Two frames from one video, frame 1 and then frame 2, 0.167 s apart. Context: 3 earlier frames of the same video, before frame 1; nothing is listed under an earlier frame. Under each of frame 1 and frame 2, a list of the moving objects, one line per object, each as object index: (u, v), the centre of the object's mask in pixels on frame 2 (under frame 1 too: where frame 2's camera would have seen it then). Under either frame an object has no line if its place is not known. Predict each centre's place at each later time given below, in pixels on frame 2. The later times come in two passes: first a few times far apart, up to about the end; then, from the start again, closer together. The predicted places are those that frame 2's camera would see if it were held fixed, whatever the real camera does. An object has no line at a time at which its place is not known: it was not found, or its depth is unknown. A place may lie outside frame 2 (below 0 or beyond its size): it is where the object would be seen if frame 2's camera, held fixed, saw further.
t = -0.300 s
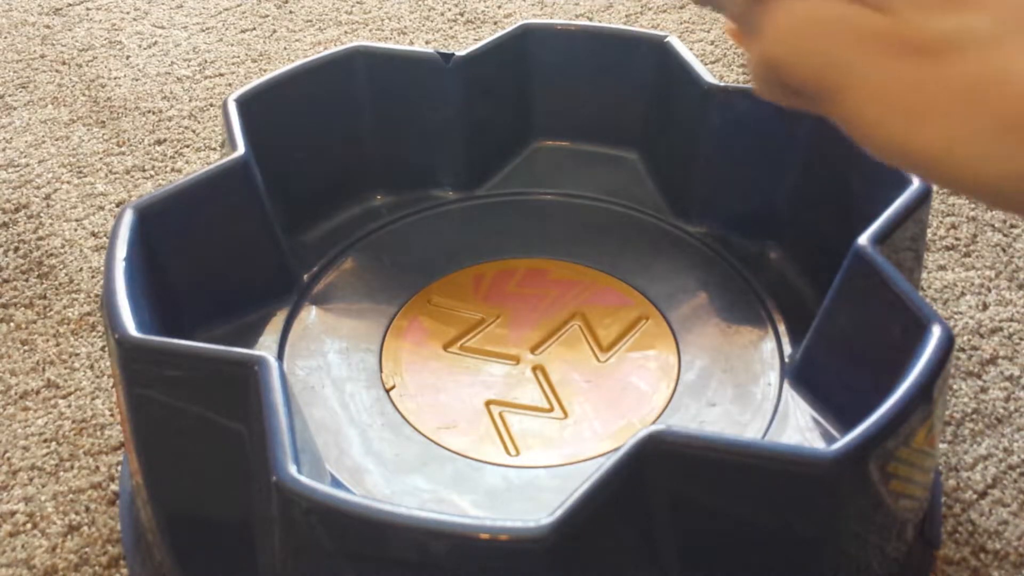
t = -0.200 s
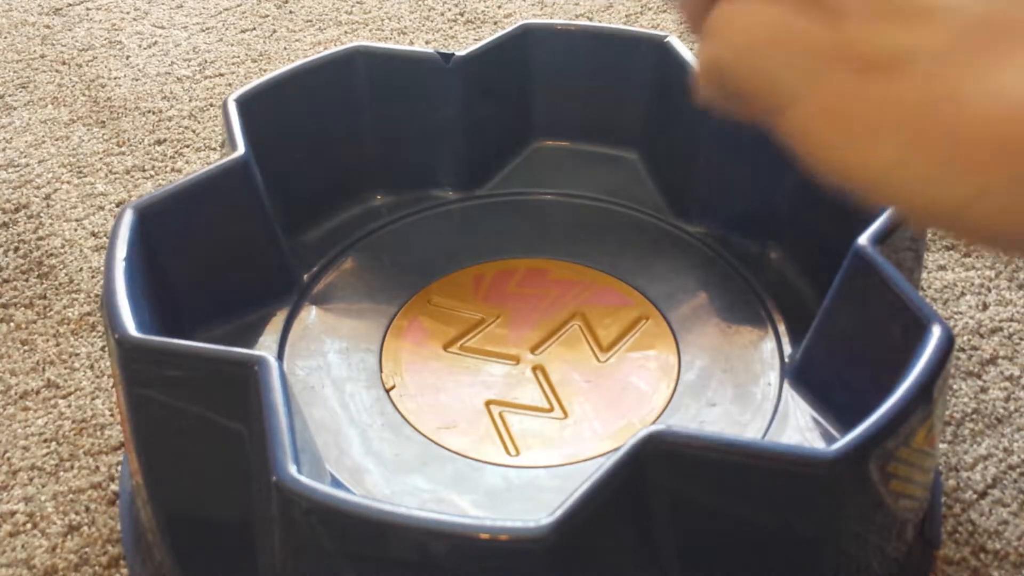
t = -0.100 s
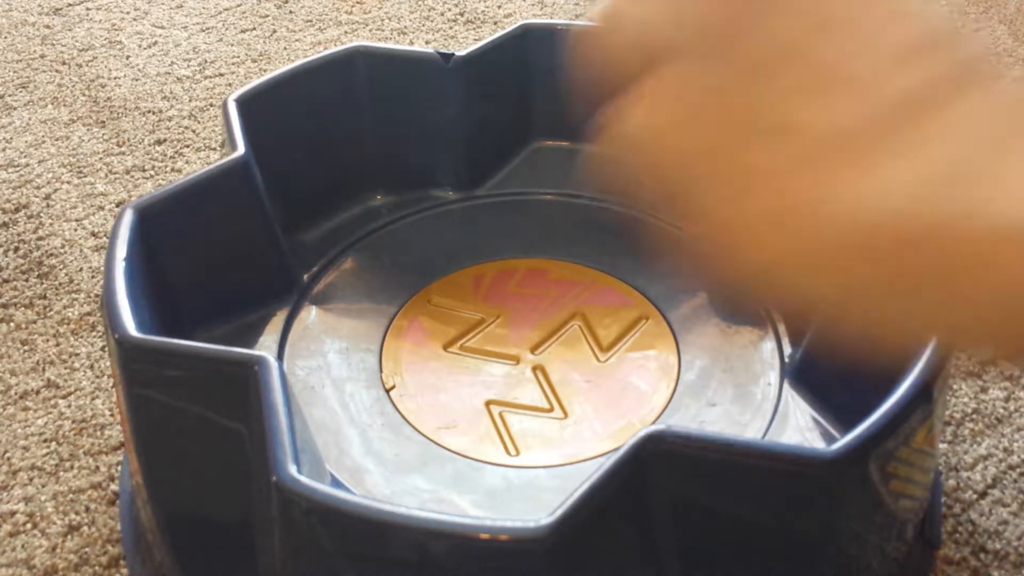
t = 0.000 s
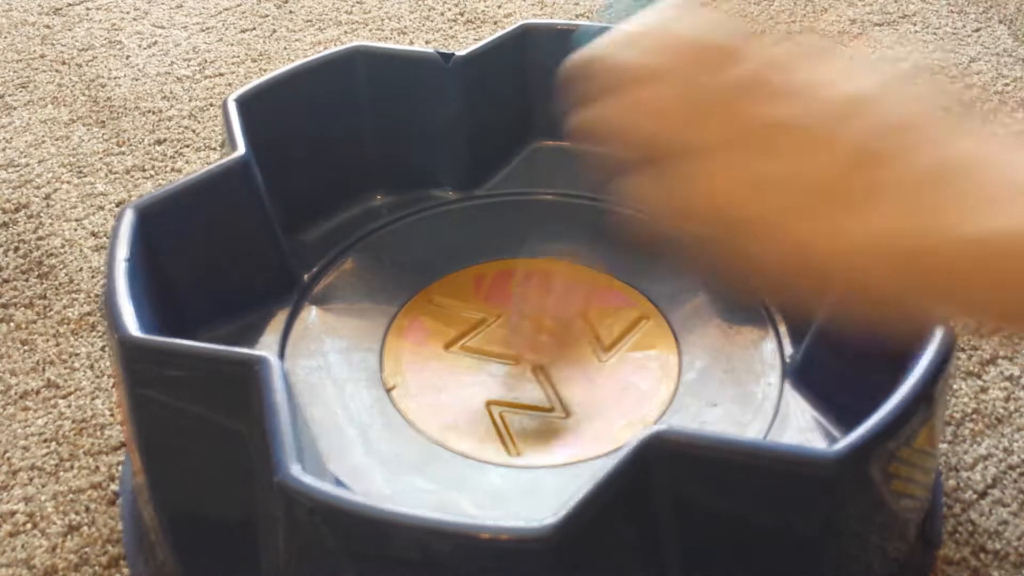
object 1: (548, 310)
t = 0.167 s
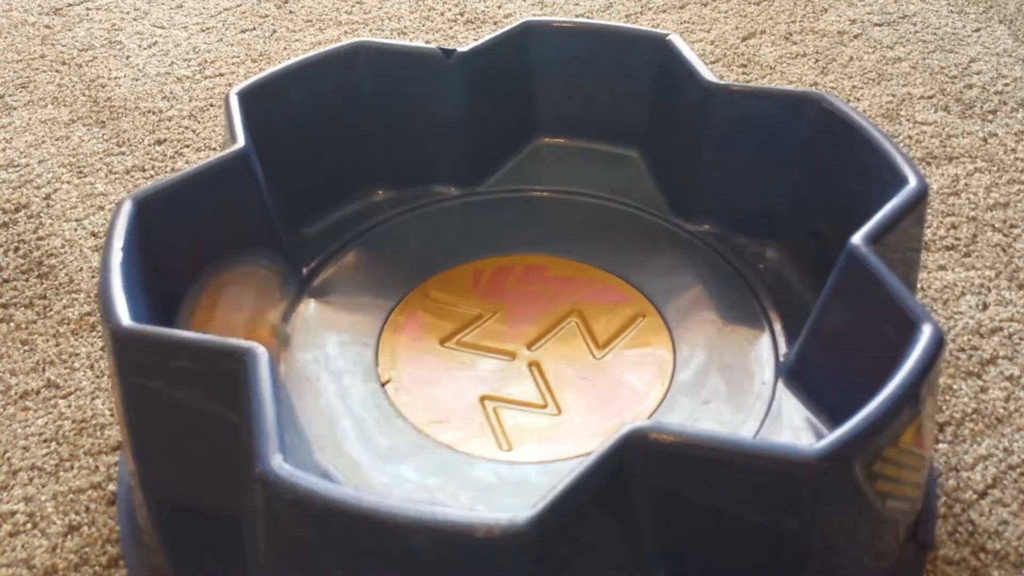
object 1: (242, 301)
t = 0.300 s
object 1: (540, 396)
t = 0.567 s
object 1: (704, 251)
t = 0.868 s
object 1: (616, 294)
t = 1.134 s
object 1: (608, 365)
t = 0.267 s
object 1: (469, 393)
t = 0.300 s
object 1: (540, 396)
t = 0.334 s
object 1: (599, 385)
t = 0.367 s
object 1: (653, 371)
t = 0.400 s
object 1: (700, 355)
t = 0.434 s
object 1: (735, 340)
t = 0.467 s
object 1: (734, 316)
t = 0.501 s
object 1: (725, 296)
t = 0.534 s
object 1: (713, 273)
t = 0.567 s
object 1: (704, 251)
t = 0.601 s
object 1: (696, 235)
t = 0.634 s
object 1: (685, 229)
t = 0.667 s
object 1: (670, 236)
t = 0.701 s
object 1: (657, 243)
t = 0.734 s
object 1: (646, 252)
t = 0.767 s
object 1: (636, 262)
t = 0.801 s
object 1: (627, 273)
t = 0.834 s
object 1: (620, 284)
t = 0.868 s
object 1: (616, 294)
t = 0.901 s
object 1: (613, 304)
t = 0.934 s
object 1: (610, 315)
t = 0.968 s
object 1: (608, 328)
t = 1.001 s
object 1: (608, 336)
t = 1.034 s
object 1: (604, 345)
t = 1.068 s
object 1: (602, 352)
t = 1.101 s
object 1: (604, 358)
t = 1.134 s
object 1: (608, 365)
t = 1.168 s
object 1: (614, 370)
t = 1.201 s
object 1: (623, 375)
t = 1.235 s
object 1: (633, 378)
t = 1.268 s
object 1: (649, 381)
